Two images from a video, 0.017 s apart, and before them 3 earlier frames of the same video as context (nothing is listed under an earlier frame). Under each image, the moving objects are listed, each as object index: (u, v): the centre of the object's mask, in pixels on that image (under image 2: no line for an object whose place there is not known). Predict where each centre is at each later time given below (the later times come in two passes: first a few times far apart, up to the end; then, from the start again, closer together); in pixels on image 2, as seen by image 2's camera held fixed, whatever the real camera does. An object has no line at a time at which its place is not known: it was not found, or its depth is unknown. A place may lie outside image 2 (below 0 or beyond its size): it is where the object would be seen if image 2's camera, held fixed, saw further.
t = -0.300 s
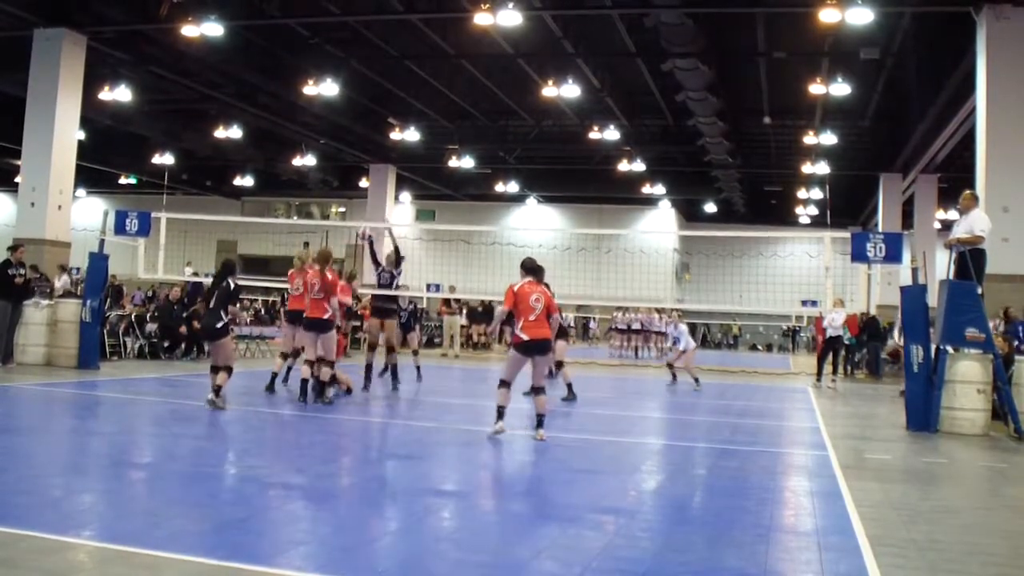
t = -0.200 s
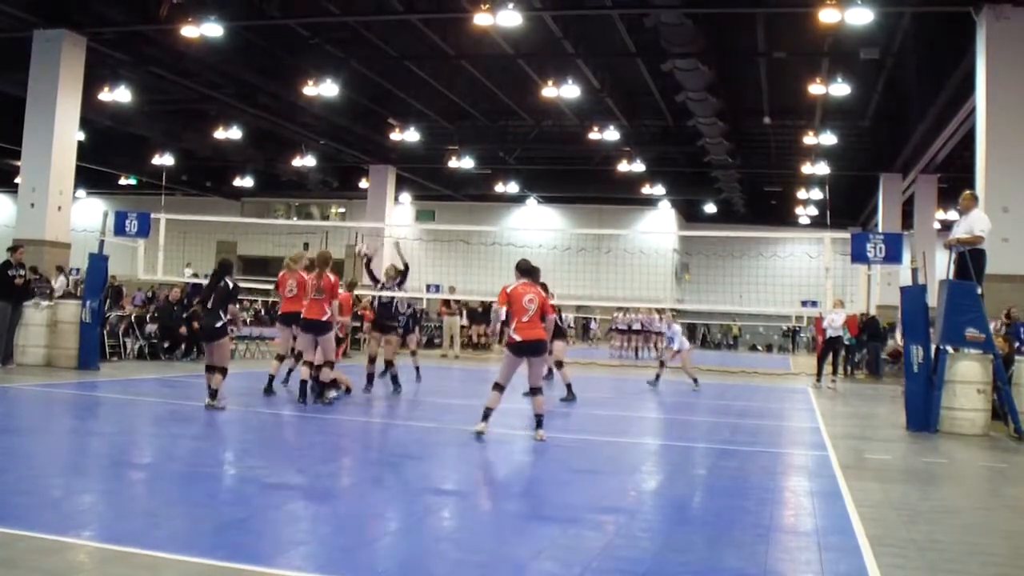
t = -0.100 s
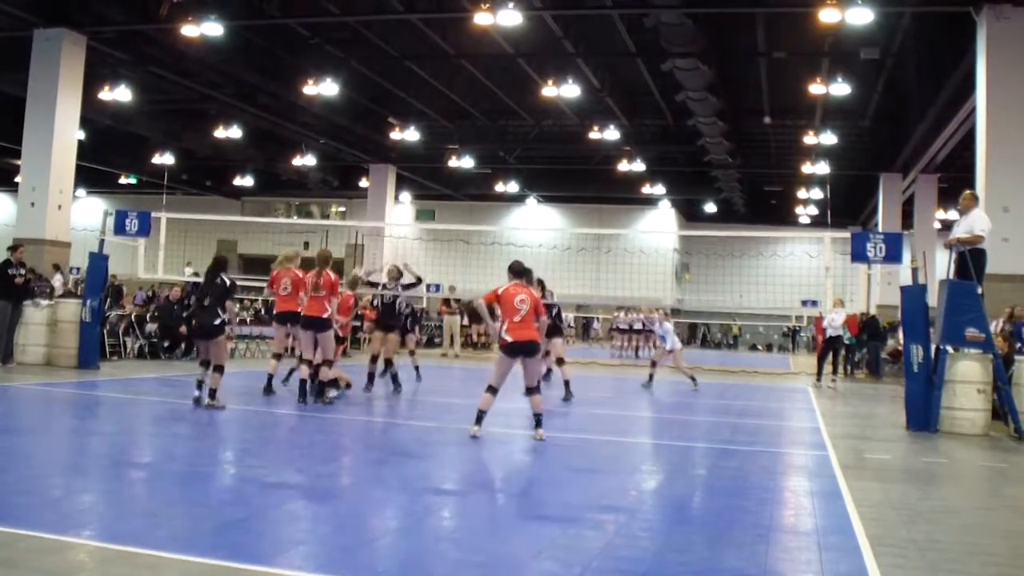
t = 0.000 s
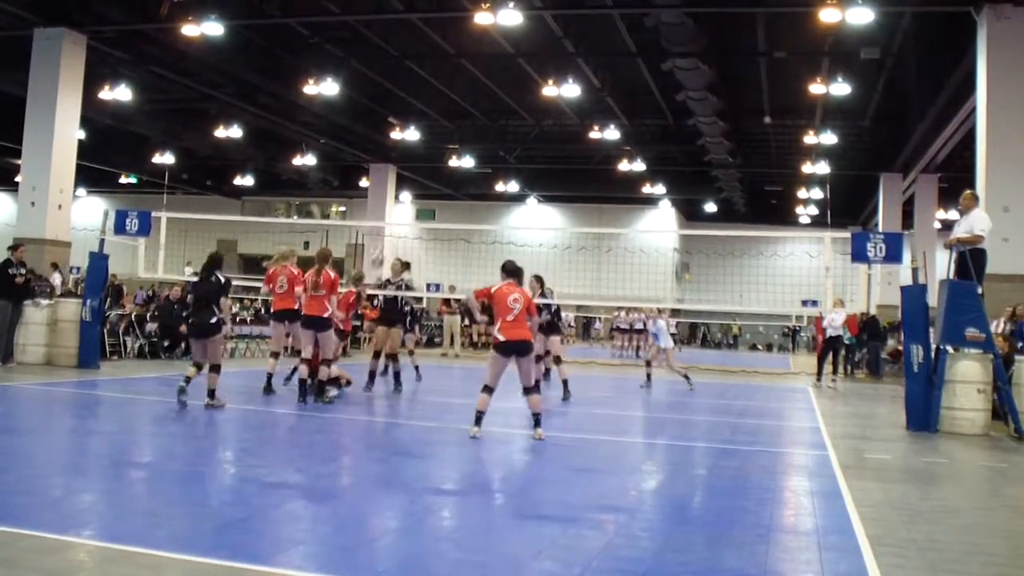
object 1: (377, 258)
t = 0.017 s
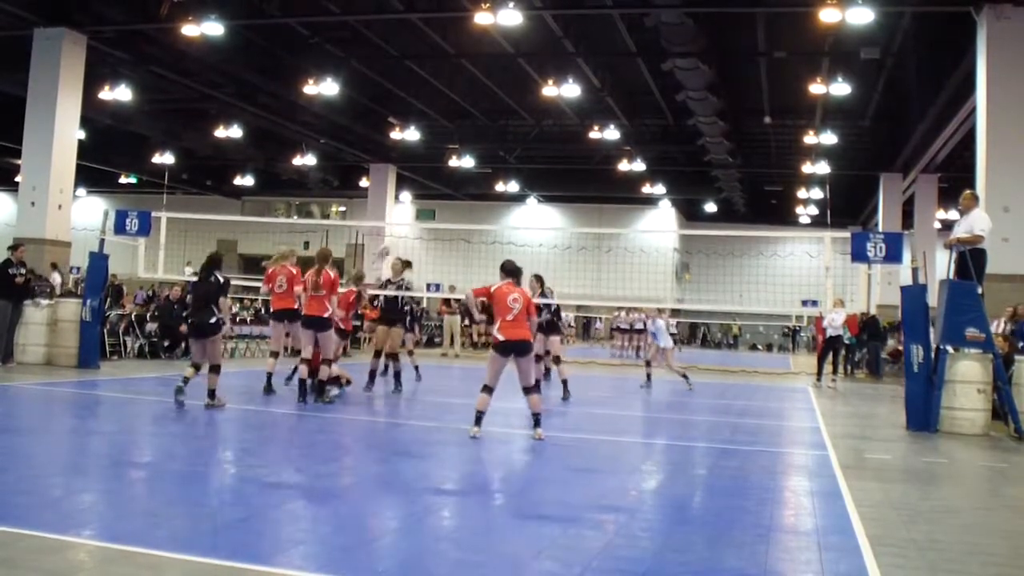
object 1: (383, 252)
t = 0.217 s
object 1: (450, 165)
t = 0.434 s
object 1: (526, 105)
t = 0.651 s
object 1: (603, 81)
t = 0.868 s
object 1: (680, 95)
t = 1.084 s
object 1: (760, 155)
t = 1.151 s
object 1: (785, 183)
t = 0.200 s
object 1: (445, 171)
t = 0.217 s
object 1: (450, 165)
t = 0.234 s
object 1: (454, 158)
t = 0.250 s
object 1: (463, 151)
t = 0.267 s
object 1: (469, 147)
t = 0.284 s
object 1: (474, 143)
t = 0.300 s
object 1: (480, 137)
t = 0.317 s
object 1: (486, 132)
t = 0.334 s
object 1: (491, 128)
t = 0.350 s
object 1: (497, 123)
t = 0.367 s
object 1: (503, 119)
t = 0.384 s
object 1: (509, 115)
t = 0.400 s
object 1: (515, 111)
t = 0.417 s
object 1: (521, 108)
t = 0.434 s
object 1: (526, 105)
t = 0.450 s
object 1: (531, 102)
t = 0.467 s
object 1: (537, 99)
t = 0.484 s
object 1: (541, 95)
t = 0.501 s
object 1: (548, 93)
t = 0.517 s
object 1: (555, 90)
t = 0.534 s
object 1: (560, 87)
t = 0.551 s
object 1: (566, 86)
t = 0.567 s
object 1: (574, 84)
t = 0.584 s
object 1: (581, 82)
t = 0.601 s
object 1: (586, 81)
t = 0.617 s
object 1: (592, 81)
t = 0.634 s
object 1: (598, 80)
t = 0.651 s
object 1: (603, 81)
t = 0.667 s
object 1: (608, 80)
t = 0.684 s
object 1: (615, 80)
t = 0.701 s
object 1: (621, 80)
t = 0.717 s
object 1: (627, 81)
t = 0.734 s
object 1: (632, 81)
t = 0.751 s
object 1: (639, 82)
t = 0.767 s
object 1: (644, 83)
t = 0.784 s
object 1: (650, 85)
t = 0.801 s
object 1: (657, 87)
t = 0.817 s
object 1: (662, 89)
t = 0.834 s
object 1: (668, 91)
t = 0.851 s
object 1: (675, 93)
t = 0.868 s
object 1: (680, 95)
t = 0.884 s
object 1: (687, 98)
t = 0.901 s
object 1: (693, 102)
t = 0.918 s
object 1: (699, 105)
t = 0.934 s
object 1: (705, 108)
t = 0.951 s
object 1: (711, 112)
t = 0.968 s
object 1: (717, 117)
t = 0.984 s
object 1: (724, 122)
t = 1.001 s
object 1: (730, 127)
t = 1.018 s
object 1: (735, 132)
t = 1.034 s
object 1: (741, 137)
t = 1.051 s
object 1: (748, 142)
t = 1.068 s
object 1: (754, 149)
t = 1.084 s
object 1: (760, 155)
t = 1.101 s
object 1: (767, 162)
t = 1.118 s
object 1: (773, 168)
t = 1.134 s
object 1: (779, 175)
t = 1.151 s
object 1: (785, 183)
